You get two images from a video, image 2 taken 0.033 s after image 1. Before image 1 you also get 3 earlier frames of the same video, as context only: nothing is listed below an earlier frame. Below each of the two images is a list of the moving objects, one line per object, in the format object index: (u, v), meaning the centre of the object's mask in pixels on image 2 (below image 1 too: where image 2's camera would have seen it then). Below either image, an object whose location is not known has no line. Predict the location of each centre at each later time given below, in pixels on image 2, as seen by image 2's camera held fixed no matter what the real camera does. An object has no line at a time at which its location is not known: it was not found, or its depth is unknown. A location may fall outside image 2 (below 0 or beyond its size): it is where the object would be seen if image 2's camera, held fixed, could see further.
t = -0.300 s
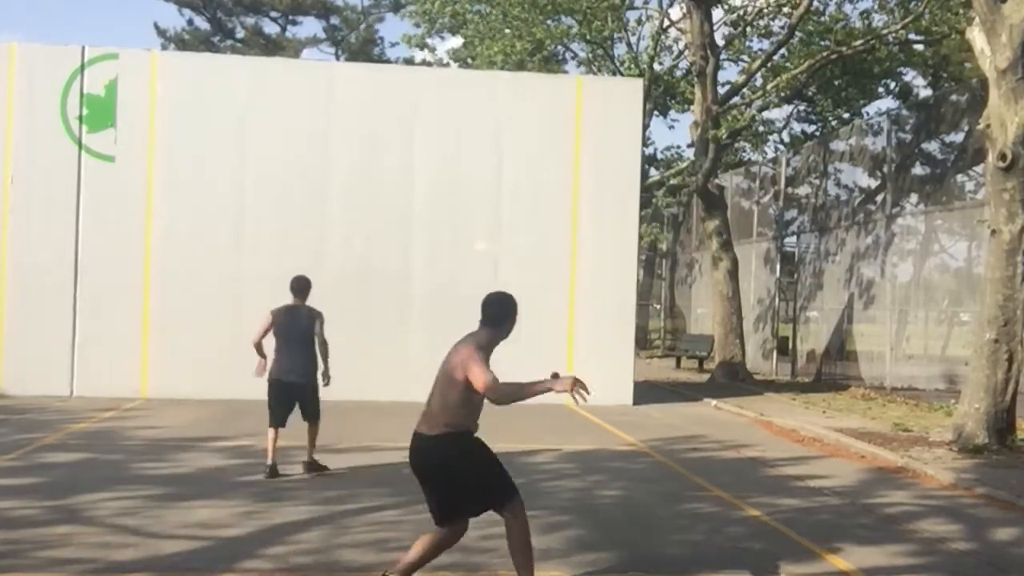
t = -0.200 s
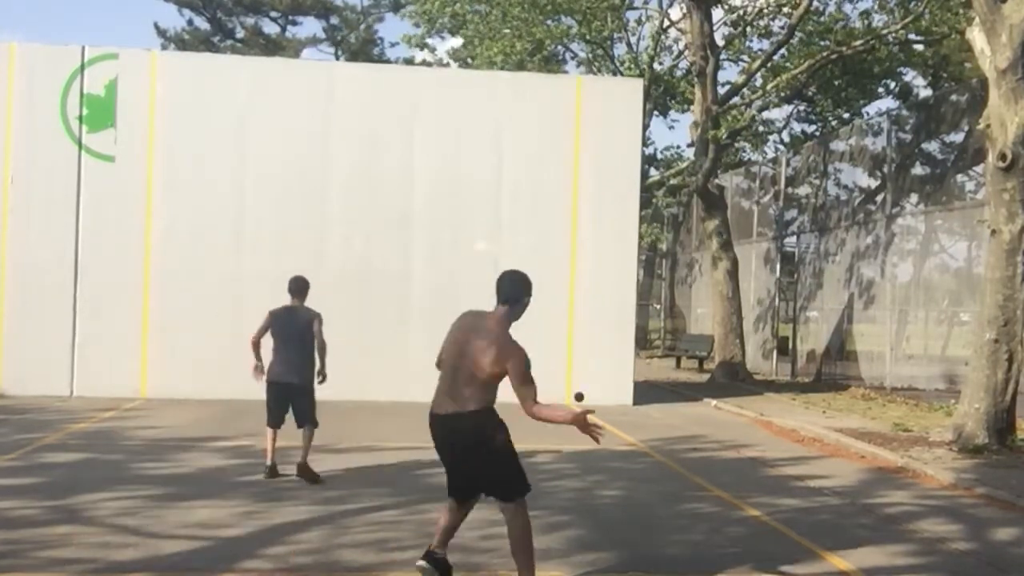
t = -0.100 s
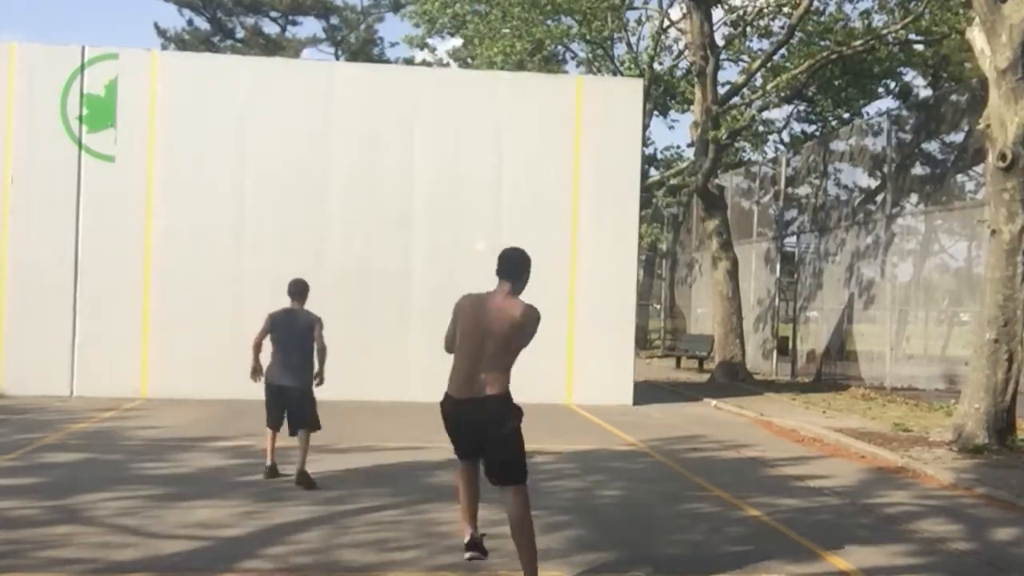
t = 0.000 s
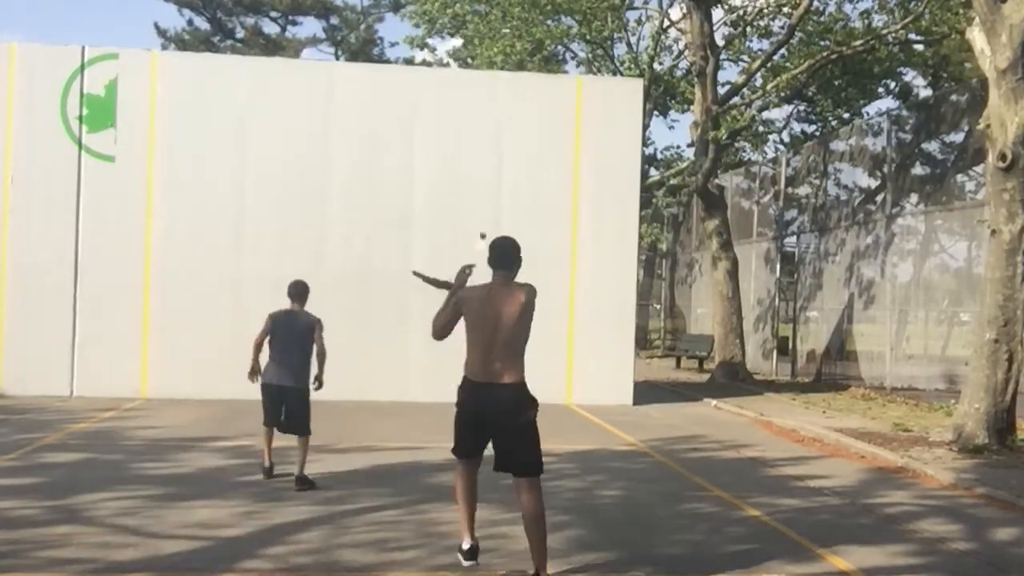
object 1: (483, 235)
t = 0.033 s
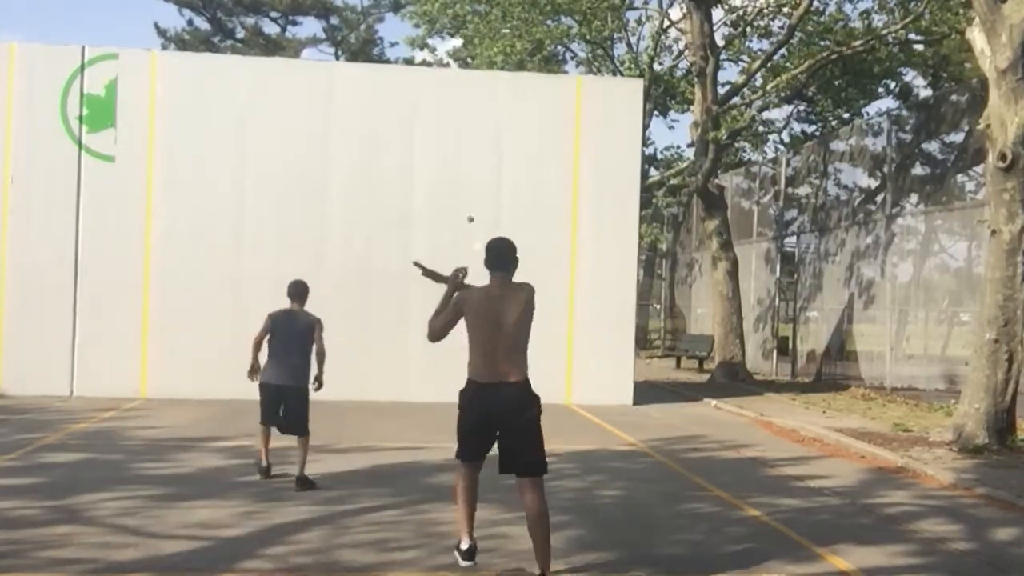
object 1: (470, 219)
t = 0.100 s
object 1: (451, 195)
